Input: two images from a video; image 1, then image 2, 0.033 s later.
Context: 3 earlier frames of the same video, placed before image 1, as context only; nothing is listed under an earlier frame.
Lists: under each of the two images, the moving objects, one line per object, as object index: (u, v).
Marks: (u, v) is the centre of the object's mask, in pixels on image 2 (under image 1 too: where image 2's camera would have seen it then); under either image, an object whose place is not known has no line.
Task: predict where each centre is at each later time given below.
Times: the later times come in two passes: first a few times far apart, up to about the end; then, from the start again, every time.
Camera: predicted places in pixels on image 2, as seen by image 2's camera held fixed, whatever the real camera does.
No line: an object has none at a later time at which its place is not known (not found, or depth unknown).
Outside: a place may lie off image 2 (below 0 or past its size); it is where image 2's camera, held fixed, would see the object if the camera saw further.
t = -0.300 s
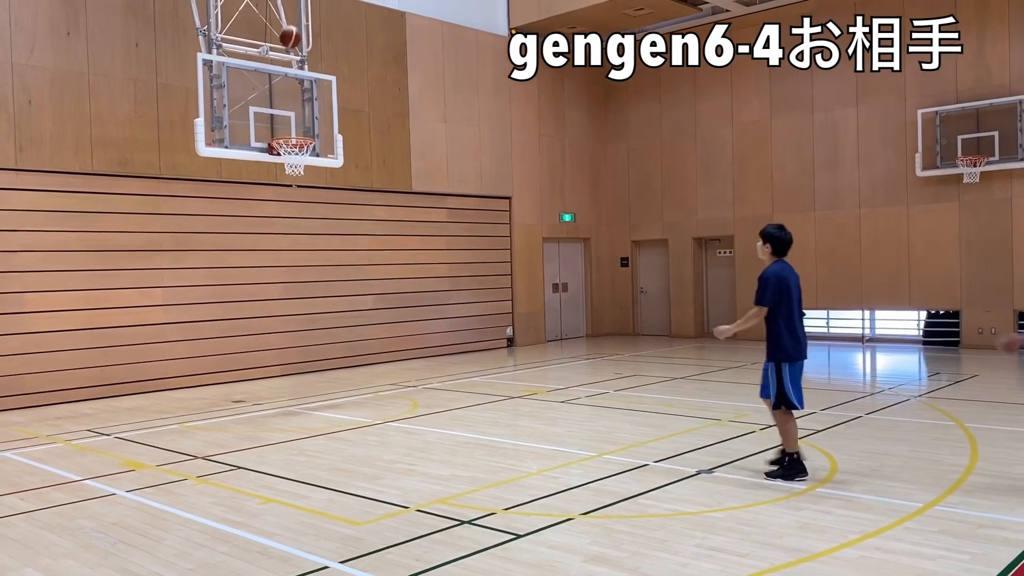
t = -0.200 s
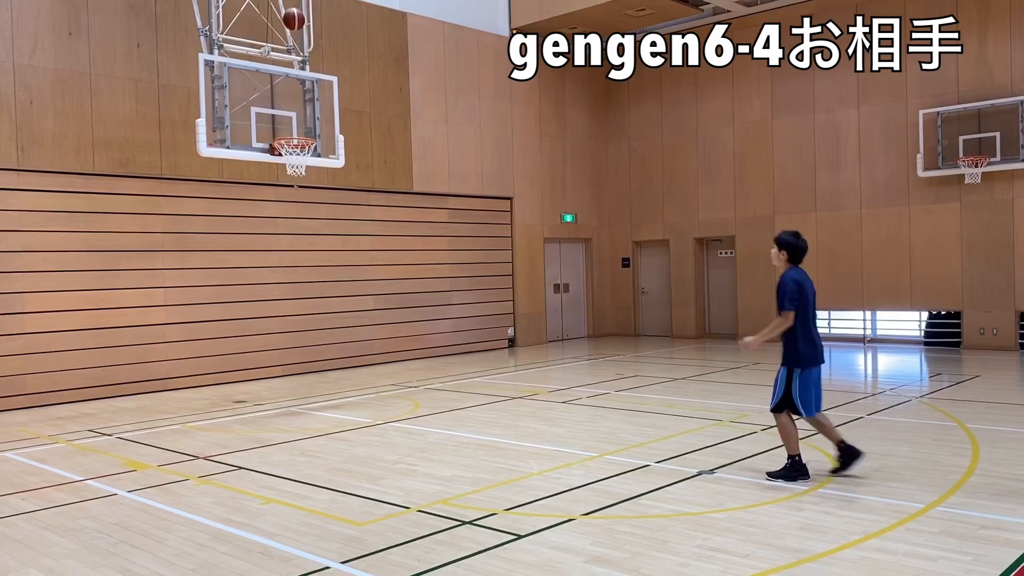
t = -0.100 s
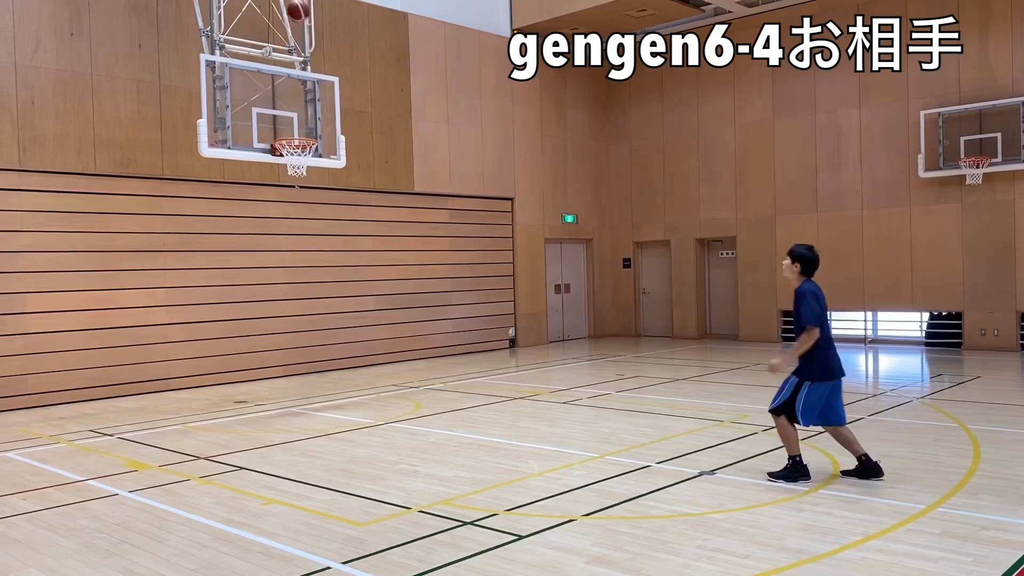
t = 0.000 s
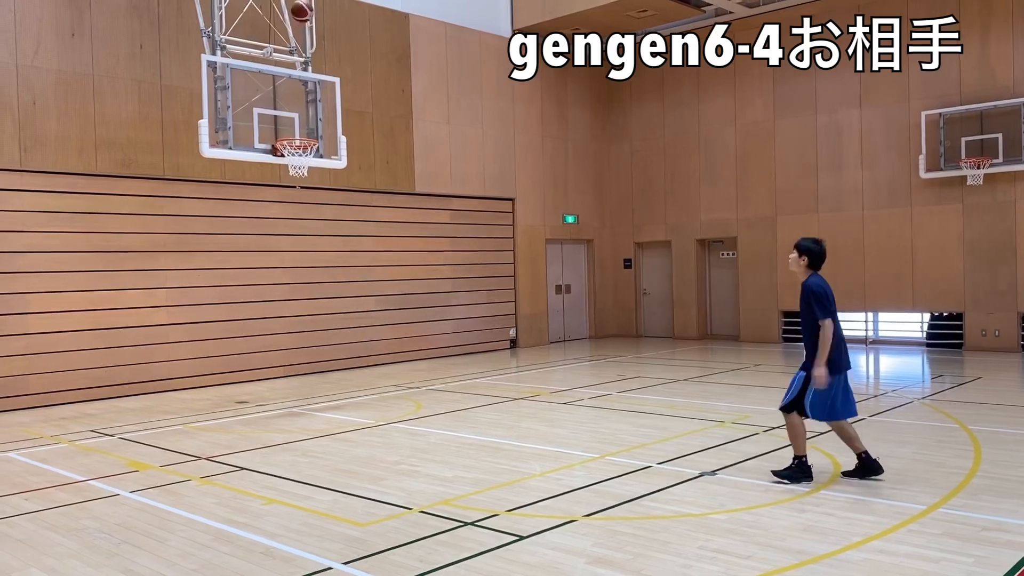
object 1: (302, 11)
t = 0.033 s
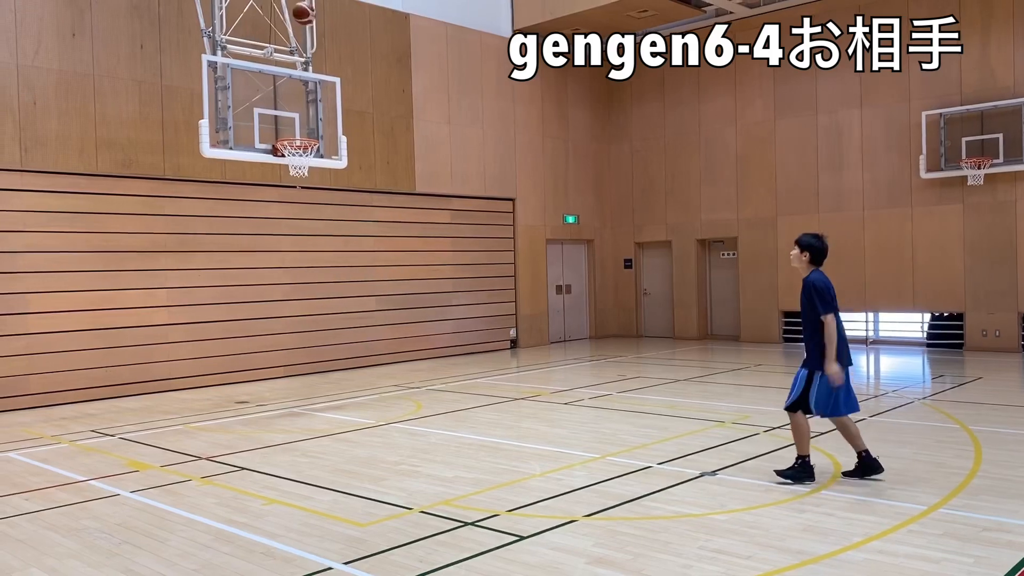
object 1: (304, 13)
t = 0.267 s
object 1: (314, 56)
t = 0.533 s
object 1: (328, 172)
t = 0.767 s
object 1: (343, 327)
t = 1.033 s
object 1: (346, 331)
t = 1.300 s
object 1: (340, 229)
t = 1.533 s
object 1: (337, 195)
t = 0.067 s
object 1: (305, 16)
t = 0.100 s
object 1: (306, 20)
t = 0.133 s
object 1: (307, 25)
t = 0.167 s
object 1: (309, 31)
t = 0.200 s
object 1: (310, 38)
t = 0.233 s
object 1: (312, 46)
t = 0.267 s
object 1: (314, 56)
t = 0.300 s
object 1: (316, 66)
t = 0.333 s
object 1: (316, 78)
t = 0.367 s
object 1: (317, 92)
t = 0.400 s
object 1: (320, 105)
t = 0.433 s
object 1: (322, 120)
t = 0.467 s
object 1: (325, 136)
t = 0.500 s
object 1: (327, 153)
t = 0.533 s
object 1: (328, 172)
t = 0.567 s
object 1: (330, 190)
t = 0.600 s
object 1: (332, 210)
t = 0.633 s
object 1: (333, 232)
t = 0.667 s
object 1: (337, 254)
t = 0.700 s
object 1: (338, 277)
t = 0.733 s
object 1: (341, 301)
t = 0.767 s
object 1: (343, 327)
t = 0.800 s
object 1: (345, 353)
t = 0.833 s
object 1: (347, 382)
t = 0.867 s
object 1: (349, 412)
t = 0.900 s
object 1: (350, 409)
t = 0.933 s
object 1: (349, 387)
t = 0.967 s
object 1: (348, 367)
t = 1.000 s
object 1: (348, 348)
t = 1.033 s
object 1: (346, 331)
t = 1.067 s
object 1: (346, 315)
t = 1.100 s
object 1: (345, 299)
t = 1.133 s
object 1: (344, 284)
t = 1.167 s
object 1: (343, 271)
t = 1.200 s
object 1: (342, 259)
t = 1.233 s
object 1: (341, 248)
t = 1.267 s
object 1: (341, 238)
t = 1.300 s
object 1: (340, 229)
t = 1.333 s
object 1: (339, 221)
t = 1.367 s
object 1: (339, 214)
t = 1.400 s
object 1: (338, 208)
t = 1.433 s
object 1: (338, 203)
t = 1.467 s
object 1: (338, 199)
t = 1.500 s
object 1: (337, 196)
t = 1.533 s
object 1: (337, 195)
